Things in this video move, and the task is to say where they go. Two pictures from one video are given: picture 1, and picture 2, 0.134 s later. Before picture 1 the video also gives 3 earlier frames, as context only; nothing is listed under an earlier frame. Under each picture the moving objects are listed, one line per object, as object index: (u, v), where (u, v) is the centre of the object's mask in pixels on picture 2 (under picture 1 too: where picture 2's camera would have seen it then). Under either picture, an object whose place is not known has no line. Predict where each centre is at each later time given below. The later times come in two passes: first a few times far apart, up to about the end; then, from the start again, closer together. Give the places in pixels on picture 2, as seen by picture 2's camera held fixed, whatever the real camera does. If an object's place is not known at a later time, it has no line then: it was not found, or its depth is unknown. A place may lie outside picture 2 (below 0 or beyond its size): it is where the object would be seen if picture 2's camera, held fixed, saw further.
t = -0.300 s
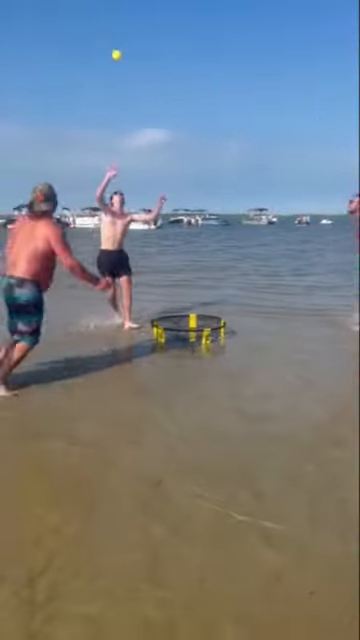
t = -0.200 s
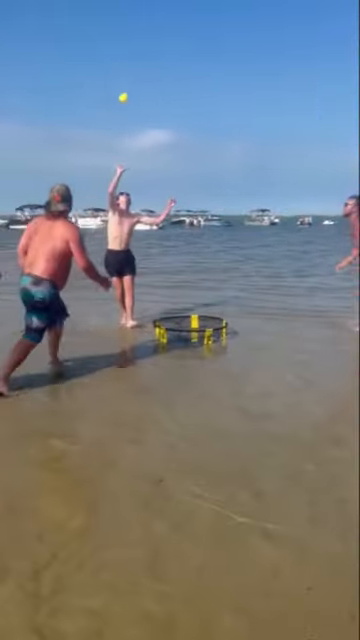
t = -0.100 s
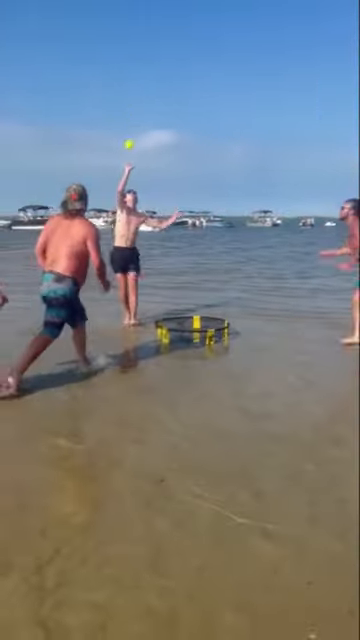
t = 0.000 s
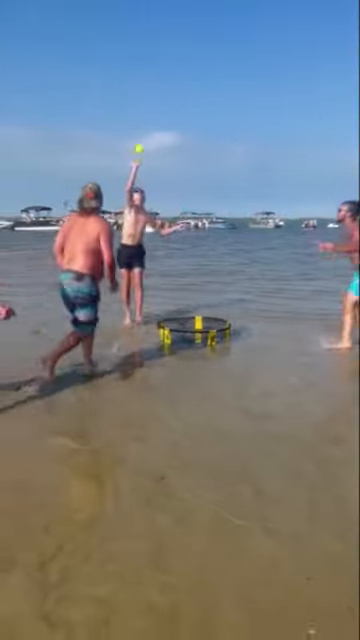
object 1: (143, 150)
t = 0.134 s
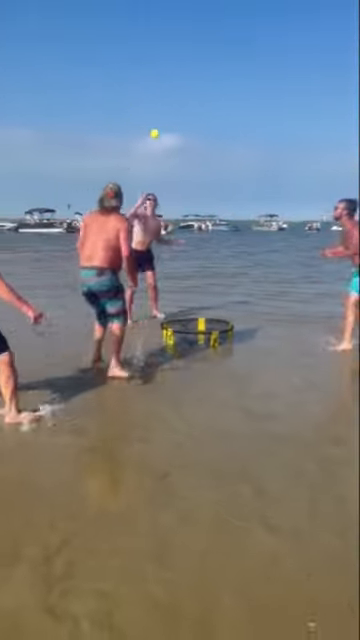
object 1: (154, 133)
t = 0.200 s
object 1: (159, 130)
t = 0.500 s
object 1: (186, 159)
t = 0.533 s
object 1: (189, 167)
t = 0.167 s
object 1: (157, 131)
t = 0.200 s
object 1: (159, 130)
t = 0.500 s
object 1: (186, 159)
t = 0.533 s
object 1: (189, 167)
